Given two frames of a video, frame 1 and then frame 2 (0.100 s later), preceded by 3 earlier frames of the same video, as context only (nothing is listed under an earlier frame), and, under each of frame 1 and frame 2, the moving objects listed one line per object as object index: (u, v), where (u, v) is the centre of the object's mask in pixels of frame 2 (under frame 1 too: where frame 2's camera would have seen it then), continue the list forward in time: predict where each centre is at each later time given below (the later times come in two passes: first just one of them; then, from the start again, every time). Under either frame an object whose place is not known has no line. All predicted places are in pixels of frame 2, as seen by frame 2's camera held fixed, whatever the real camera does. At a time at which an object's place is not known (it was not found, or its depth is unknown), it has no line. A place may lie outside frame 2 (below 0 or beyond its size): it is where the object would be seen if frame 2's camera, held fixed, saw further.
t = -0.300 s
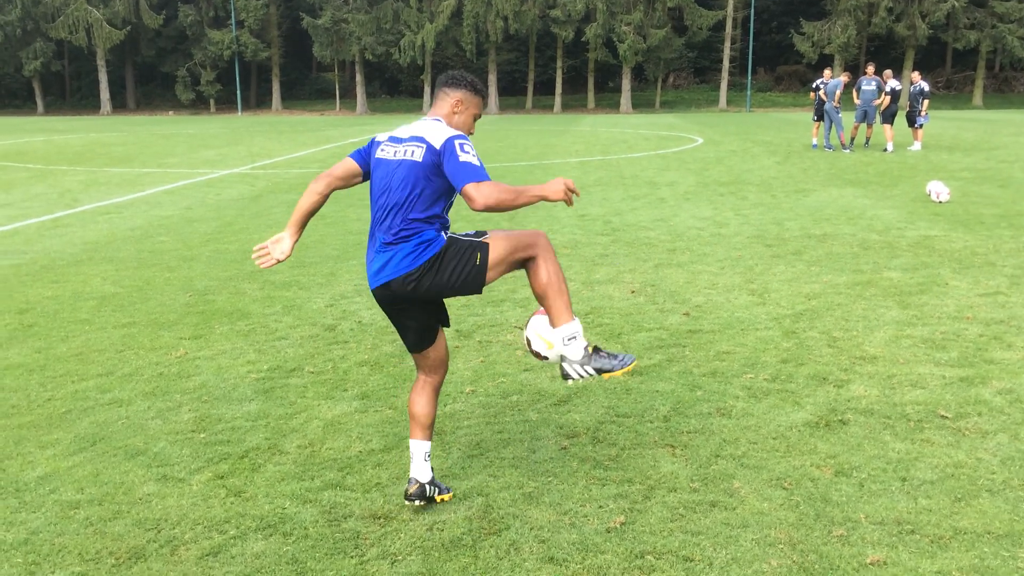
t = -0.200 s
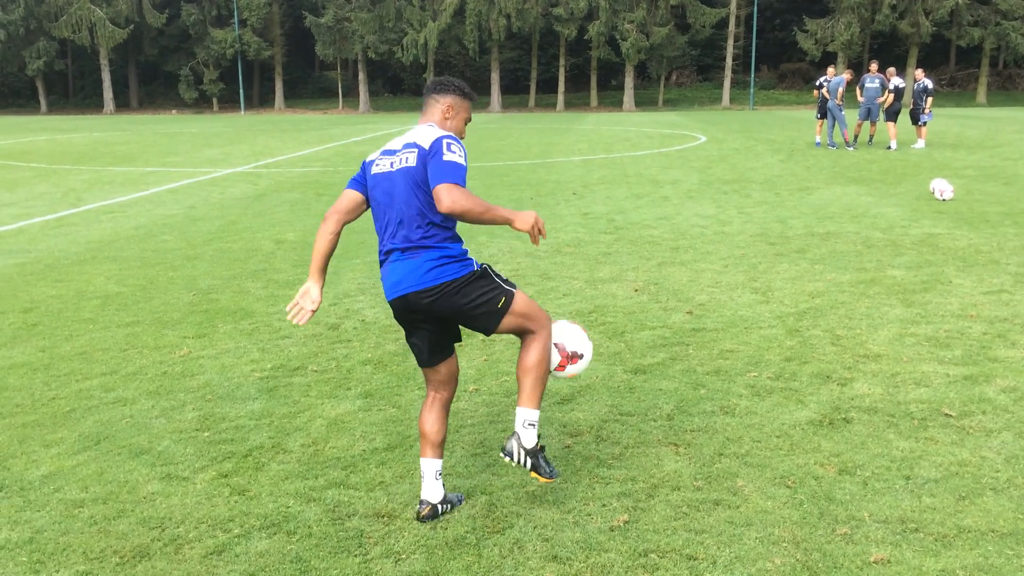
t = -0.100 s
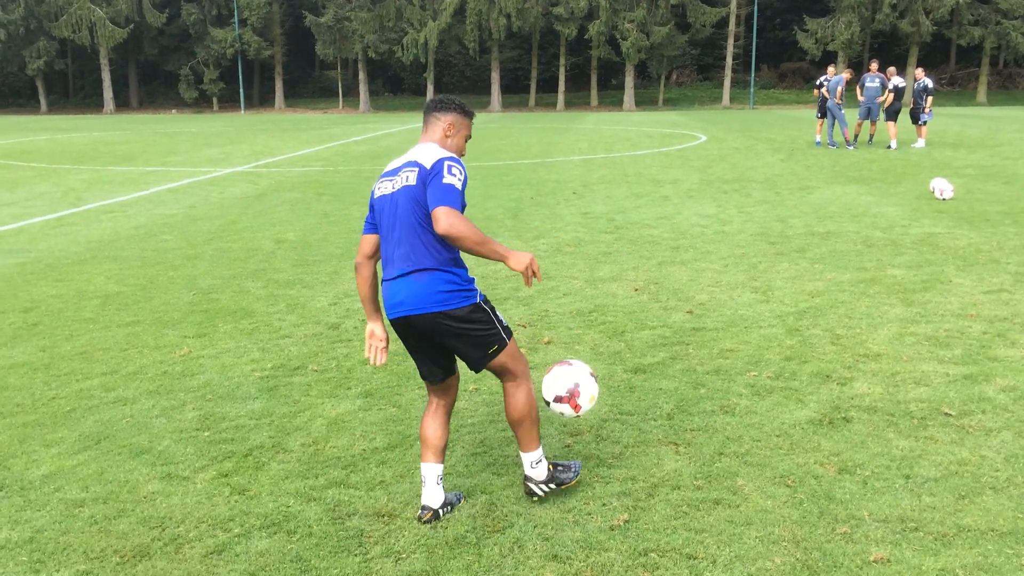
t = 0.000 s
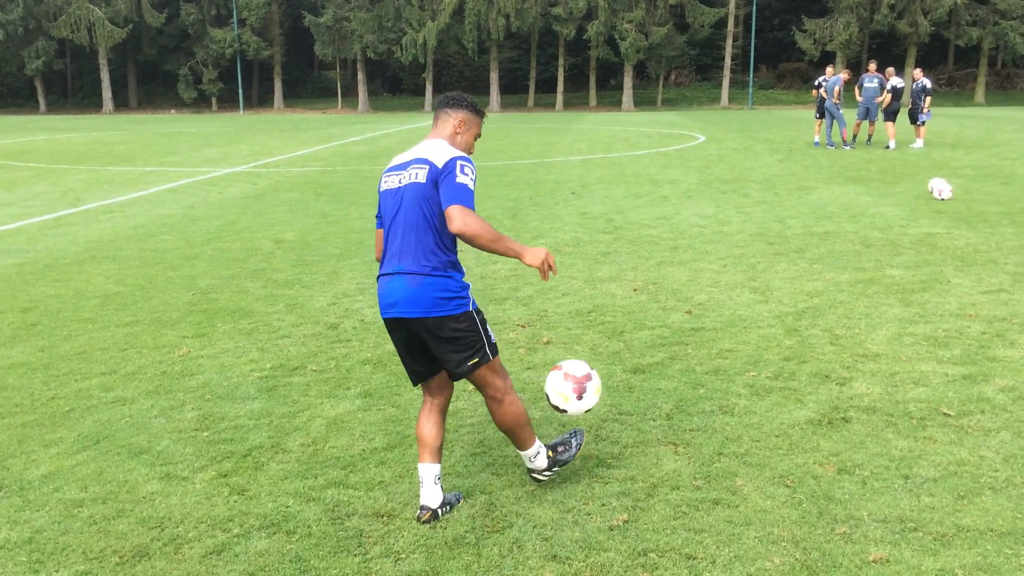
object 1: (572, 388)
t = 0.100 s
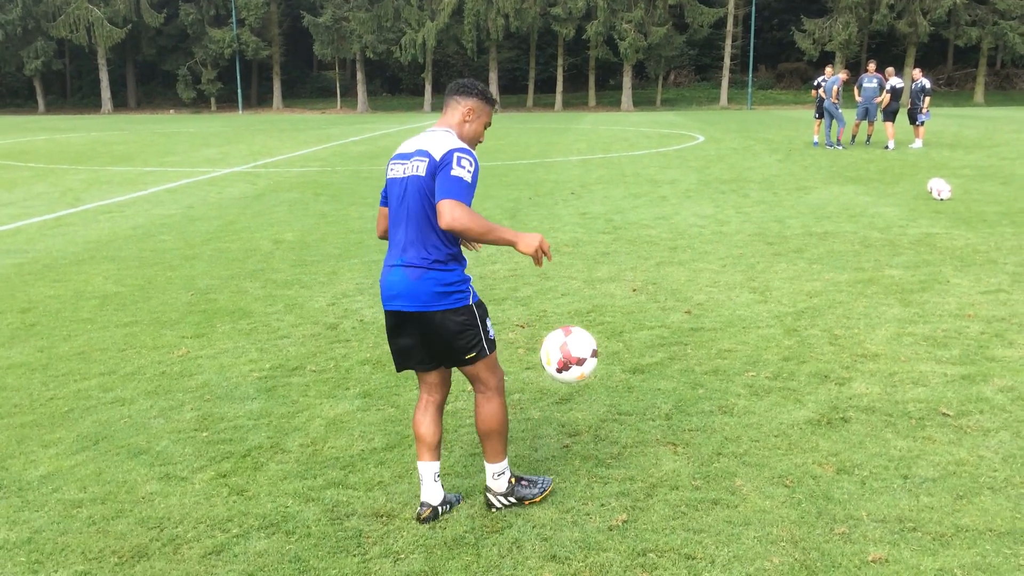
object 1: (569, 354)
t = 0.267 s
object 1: (564, 350)
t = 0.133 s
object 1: (568, 348)
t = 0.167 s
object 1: (567, 345)
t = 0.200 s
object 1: (566, 344)
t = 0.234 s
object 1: (565, 346)
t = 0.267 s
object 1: (564, 350)
